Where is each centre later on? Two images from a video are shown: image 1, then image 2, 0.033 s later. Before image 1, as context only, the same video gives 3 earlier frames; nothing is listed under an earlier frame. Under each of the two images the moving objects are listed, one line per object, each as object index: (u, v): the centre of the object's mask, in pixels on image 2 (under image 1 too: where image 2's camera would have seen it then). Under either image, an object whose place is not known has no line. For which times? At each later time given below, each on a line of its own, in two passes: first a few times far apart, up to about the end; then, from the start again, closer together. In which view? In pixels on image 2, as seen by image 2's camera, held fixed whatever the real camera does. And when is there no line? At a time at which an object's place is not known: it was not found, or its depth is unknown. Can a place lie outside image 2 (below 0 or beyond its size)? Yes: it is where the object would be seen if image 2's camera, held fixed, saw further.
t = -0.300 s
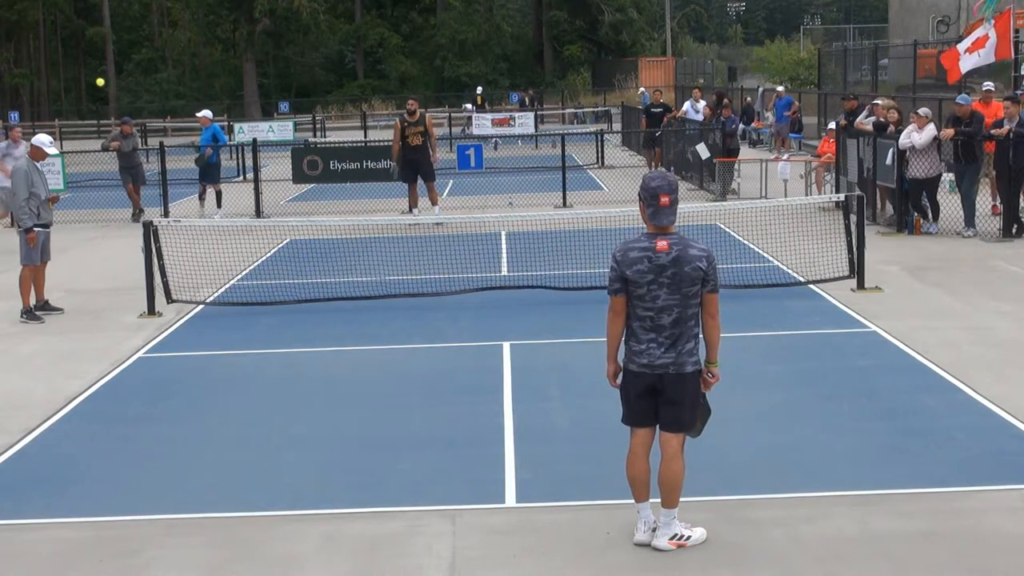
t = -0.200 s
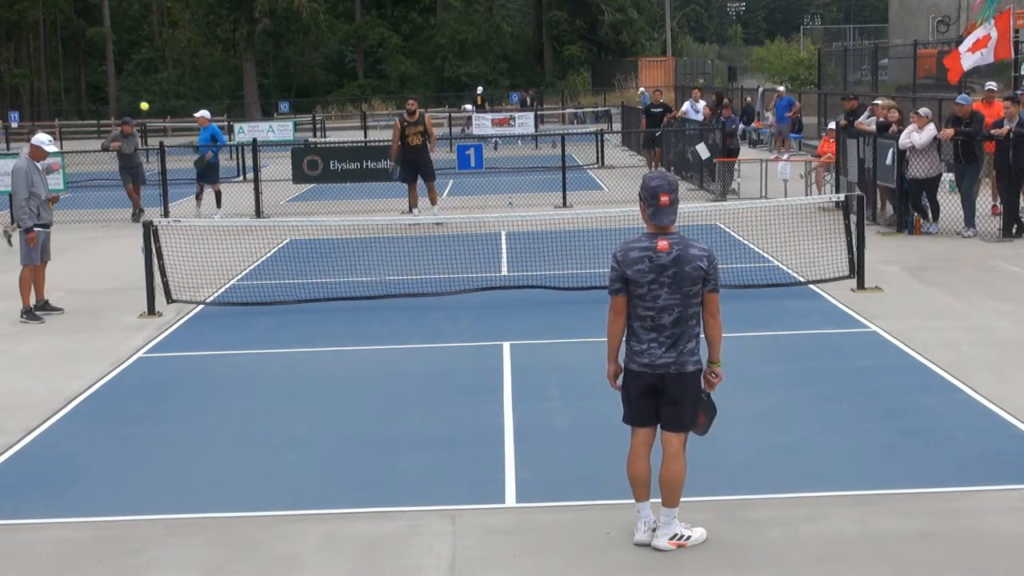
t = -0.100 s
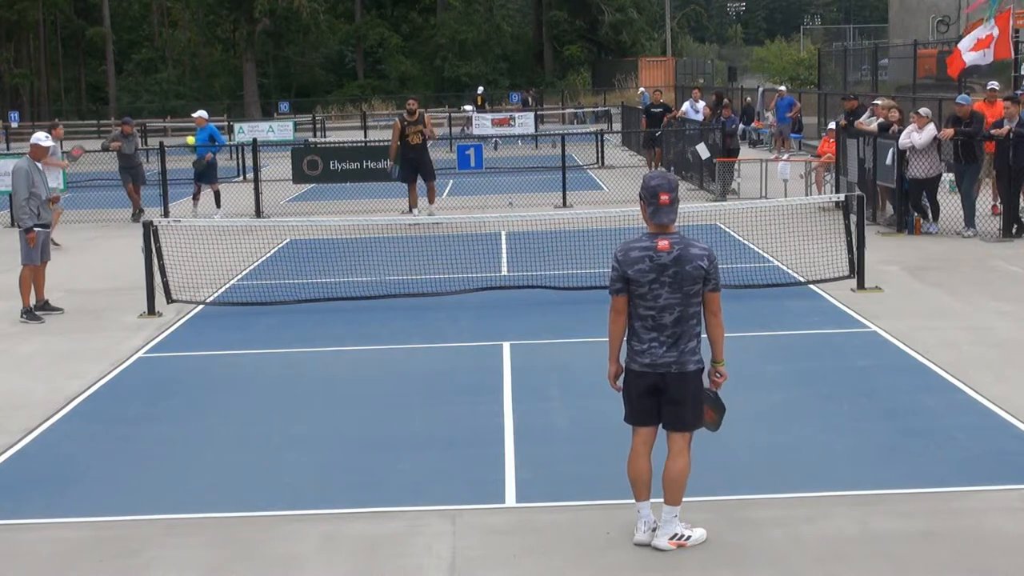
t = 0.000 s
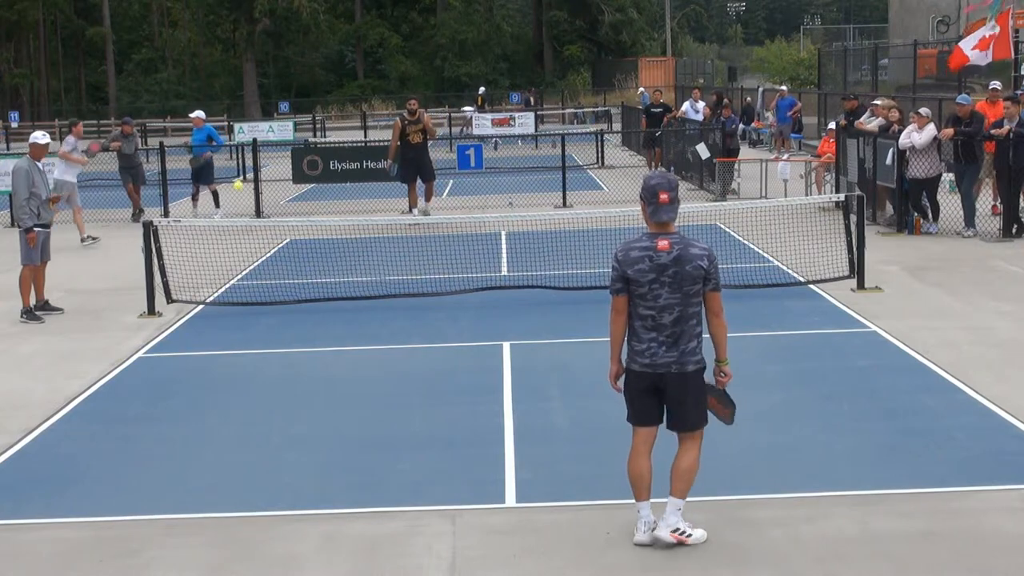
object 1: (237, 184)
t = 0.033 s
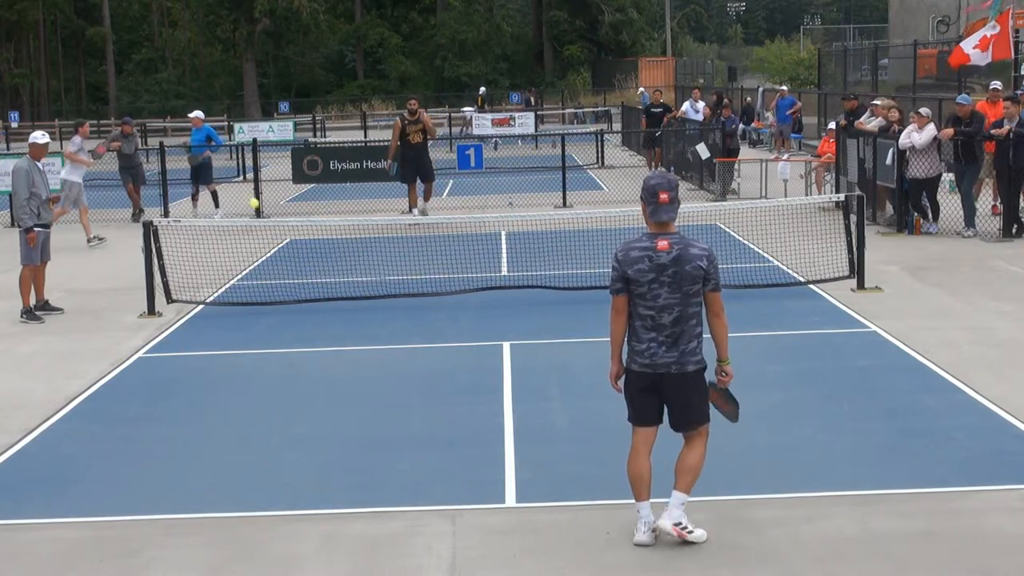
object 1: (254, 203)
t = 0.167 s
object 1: (320, 287)
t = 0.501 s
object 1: (412, 271)
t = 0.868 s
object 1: (496, 319)
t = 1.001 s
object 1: (528, 368)
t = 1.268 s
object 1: (591, 341)
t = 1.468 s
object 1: (641, 390)
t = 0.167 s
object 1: (320, 287)
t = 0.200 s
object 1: (337, 311)
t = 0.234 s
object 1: (354, 337)
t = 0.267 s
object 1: (363, 332)
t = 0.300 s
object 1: (370, 319)
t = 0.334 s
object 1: (376, 307)
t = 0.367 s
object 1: (384, 297)
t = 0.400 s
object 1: (391, 289)
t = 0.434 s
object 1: (398, 282)
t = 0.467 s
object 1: (405, 276)
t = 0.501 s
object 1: (412, 271)
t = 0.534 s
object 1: (420, 268)
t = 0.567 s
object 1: (427, 266)
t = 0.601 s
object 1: (434, 266)
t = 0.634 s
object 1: (442, 267)
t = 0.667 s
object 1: (450, 270)
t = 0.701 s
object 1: (457, 274)
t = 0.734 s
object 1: (465, 280)
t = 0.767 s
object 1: (473, 287)
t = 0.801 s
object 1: (481, 296)
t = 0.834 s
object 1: (489, 307)
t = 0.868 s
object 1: (496, 319)
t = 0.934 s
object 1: (512, 348)
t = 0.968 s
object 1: (520, 365)
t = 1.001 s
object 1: (528, 368)
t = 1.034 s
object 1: (536, 359)
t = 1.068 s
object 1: (543, 352)
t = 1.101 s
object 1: (551, 346)
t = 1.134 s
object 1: (559, 342)
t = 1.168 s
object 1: (567, 339)
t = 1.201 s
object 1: (575, 338)
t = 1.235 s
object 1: (583, 339)
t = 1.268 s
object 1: (591, 341)
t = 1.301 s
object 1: (599, 345)
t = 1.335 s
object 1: (608, 350)
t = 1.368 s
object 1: (616, 357)
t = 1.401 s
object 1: (625, 366)
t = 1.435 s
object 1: (633, 377)
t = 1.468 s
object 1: (641, 390)
